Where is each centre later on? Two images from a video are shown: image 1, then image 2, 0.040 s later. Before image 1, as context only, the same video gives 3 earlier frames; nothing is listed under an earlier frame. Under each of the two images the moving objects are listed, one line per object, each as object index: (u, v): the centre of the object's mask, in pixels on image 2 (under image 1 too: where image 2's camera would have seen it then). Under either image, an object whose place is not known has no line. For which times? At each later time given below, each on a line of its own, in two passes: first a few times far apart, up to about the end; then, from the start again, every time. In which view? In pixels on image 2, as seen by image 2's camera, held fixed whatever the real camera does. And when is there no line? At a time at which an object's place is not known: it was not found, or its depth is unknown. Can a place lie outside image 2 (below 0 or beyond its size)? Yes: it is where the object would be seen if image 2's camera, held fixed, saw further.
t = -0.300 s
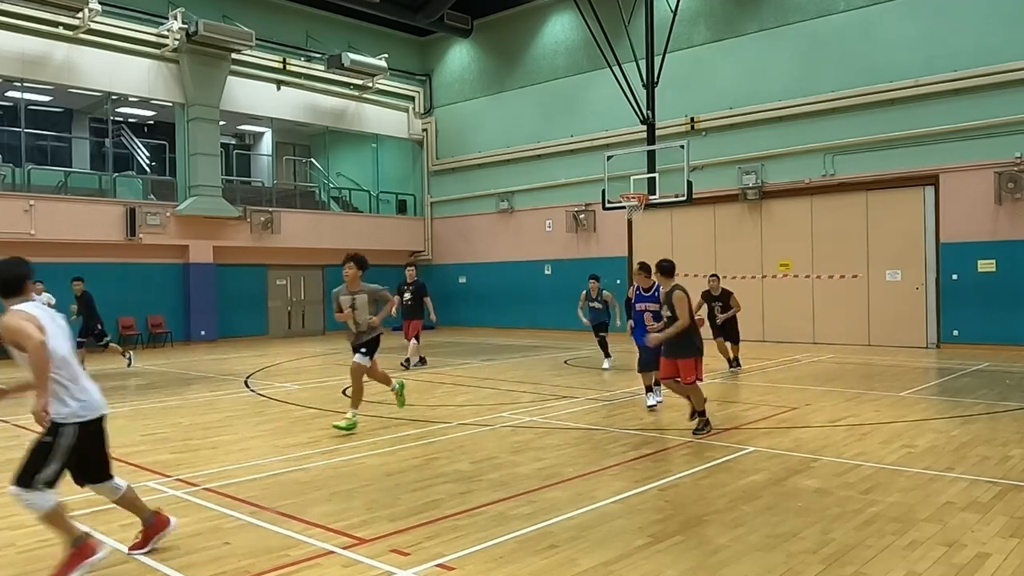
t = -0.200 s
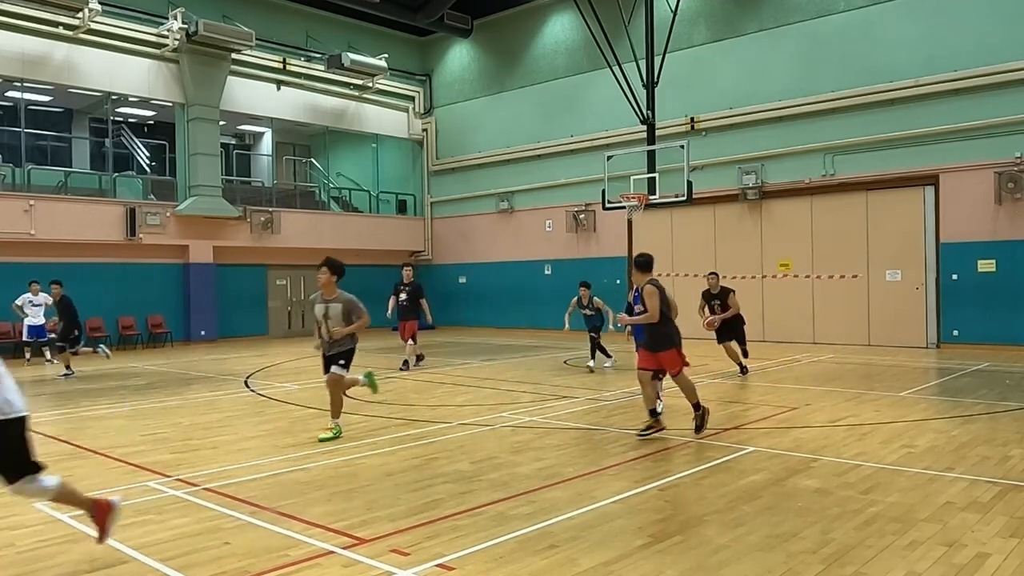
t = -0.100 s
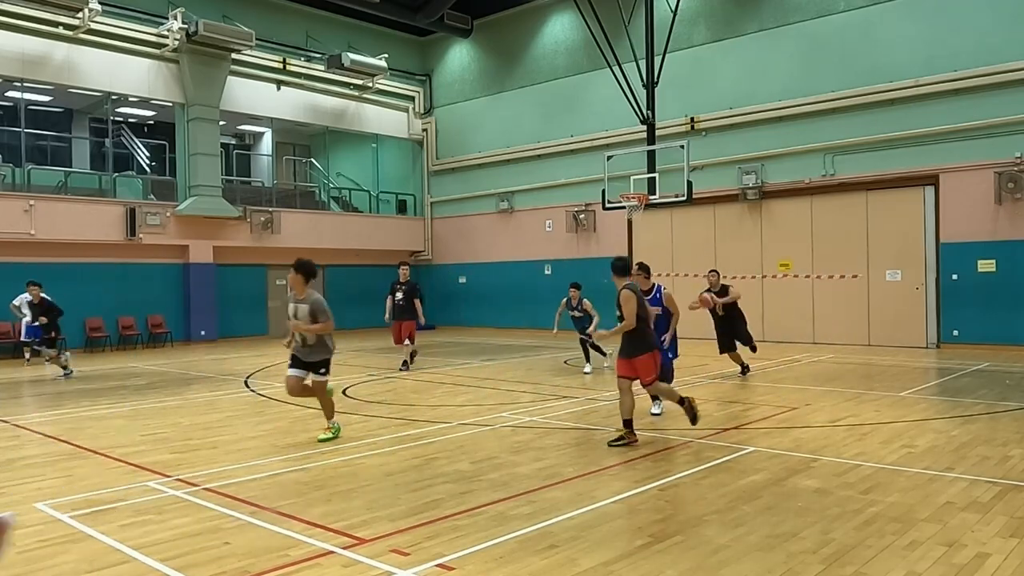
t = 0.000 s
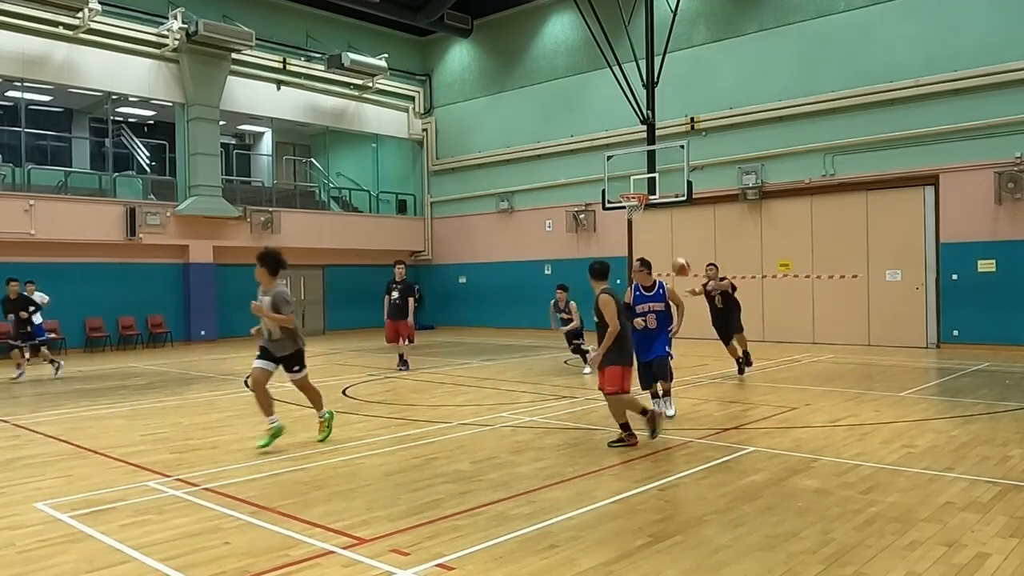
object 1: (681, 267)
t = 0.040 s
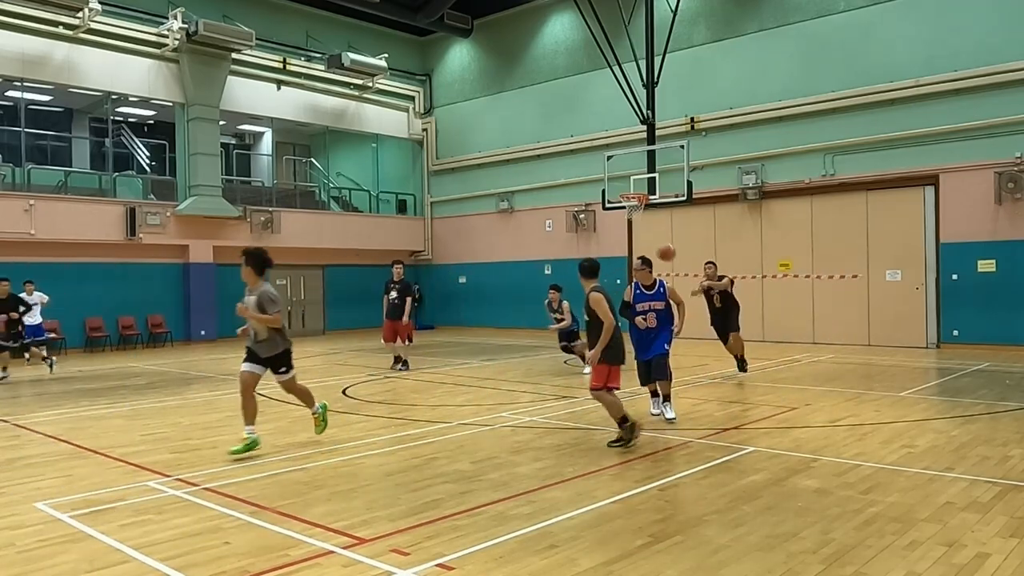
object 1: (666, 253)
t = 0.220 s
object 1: (583, 186)
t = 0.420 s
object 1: (443, 112)
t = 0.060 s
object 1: (658, 246)
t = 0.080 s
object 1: (650, 238)
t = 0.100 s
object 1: (642, 231)
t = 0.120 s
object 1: (633, 223)
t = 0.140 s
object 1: (624, 216)
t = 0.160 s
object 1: (614, 209)
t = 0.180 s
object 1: (603, 201)
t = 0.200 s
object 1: (594, 194)
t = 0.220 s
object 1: (583, 186)
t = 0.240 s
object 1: (572, 178)
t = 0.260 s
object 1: (560, 171)
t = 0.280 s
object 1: (547, 164)
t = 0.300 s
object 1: (535, 157)
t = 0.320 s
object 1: (521, 149)
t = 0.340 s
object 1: (507, 142)
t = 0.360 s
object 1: (493, 134)
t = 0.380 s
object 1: (477, 127)
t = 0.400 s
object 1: (461, 120)
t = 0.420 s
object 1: (443, 112)
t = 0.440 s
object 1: (427, 104)
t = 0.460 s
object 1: (408, 98)
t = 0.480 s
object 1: (387, 90)
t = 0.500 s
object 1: (364, 82)
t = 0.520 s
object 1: (340, 75)
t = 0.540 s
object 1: (315, 67)
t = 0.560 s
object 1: (288, 60)
